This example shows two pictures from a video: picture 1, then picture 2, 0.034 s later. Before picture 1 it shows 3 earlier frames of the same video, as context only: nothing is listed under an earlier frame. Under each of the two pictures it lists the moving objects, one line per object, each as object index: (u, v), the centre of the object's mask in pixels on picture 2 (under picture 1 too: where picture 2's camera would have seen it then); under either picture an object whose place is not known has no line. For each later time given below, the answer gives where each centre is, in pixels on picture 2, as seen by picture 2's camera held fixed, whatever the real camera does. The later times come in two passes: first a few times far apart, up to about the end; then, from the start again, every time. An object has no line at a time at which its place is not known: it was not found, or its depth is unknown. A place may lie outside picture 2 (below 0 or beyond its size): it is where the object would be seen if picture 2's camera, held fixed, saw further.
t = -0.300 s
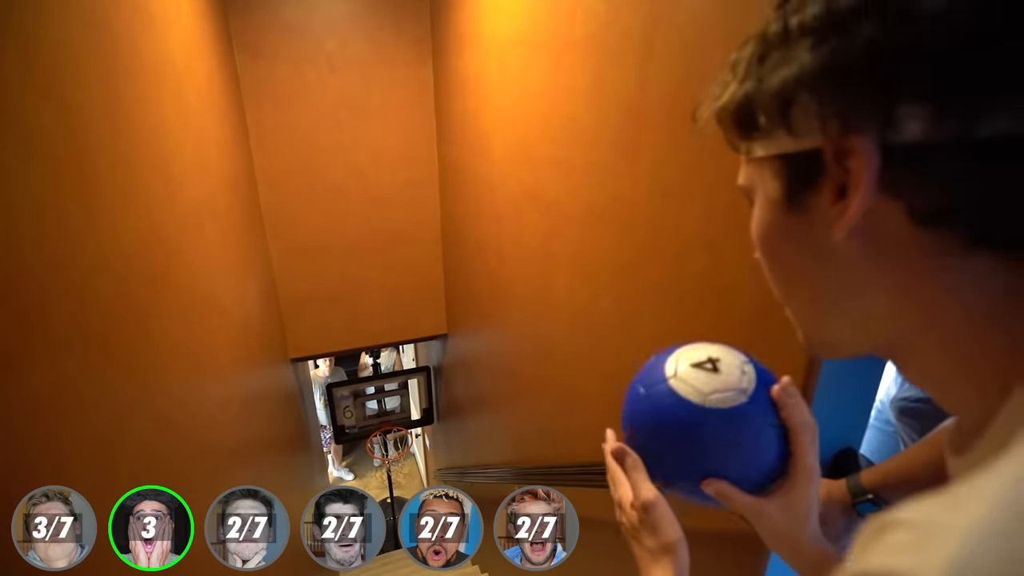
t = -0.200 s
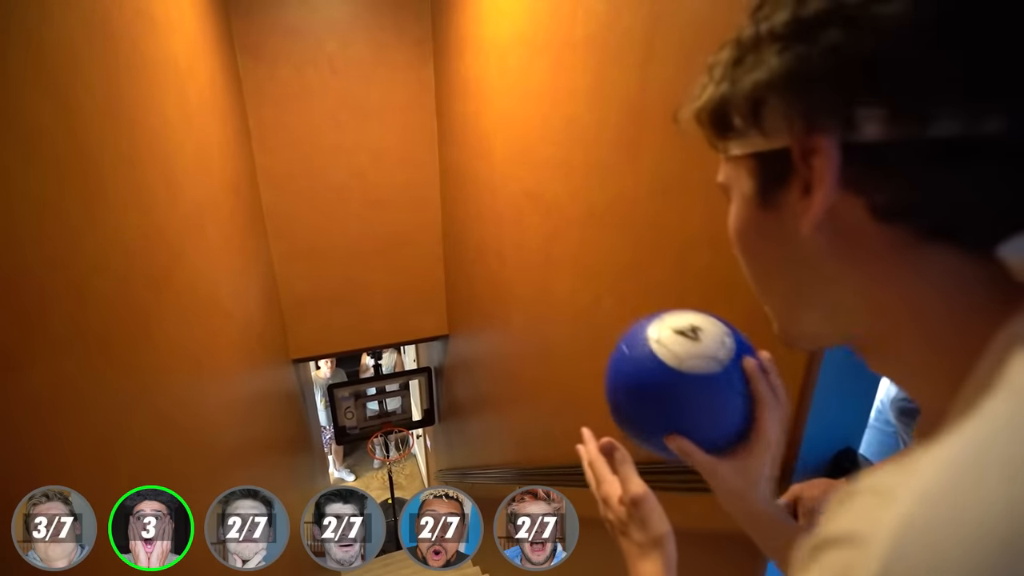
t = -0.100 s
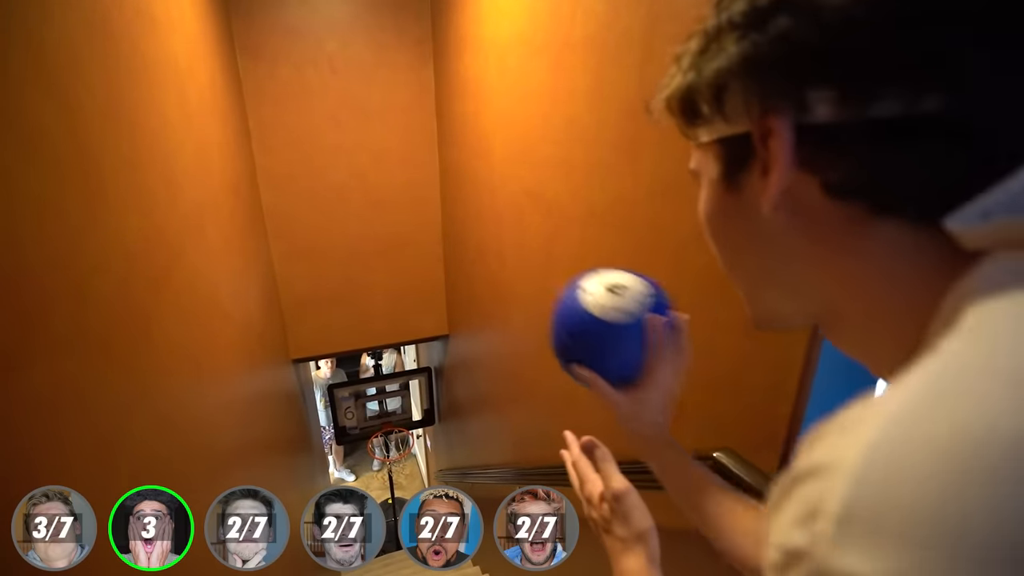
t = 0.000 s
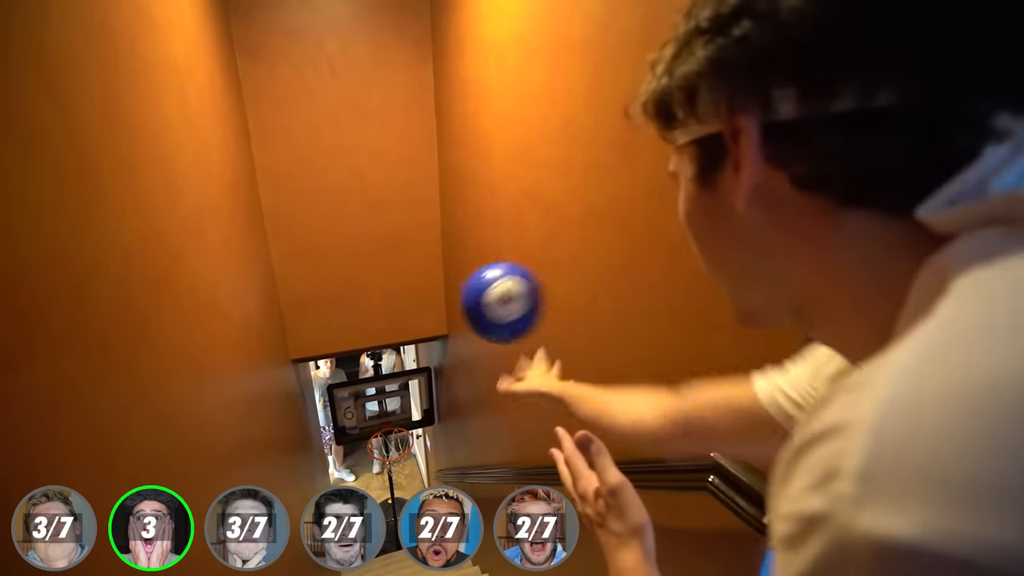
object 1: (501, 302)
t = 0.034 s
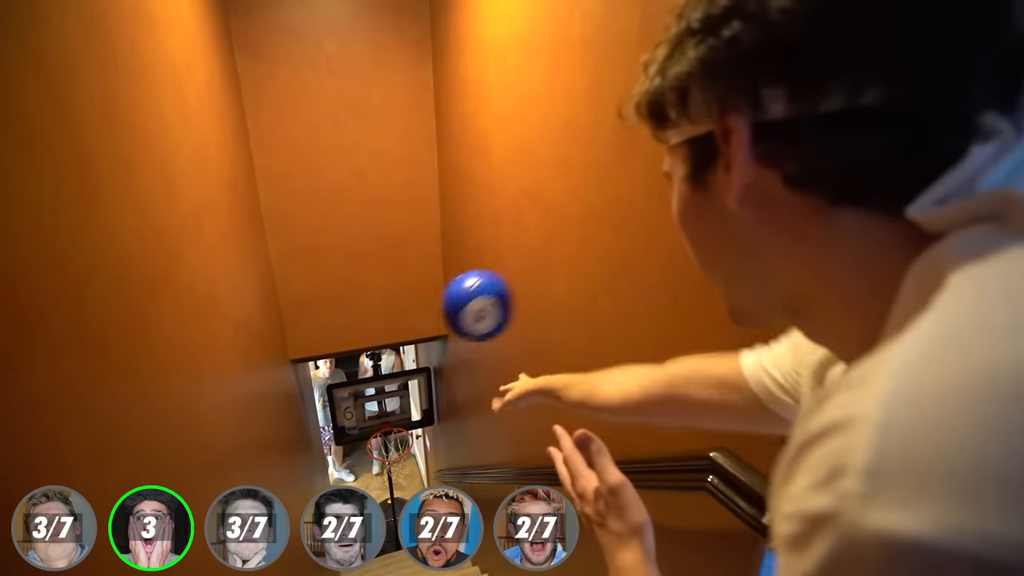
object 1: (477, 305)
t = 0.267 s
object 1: (405, 365)
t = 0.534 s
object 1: (387, 421)
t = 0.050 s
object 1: (467, 307)
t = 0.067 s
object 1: (459, 311)
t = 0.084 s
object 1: (451, 314)
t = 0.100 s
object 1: (444, 318)
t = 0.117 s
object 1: (438, 320)
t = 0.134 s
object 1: (434, 325)
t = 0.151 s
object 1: (429, 330)
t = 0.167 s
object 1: (425, 334)
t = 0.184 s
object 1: (420, 339)
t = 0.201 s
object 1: (417, 344)
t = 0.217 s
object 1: (414, 349)
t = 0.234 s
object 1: (410, 354)
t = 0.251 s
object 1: (407, 359)
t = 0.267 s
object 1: (405, 365)
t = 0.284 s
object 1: (402, 370)
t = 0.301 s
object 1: (400, 375)
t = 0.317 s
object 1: (398, 381)
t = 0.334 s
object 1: (397, 386)
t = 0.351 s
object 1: (395, 390)
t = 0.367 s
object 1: (394, 395)
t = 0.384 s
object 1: (394, 399)
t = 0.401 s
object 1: (392, 406)
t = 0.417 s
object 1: (391, 411)
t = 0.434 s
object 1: (390, 418)
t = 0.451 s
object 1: (388, 422)
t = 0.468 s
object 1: (387, 424)
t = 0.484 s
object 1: (388, 424)
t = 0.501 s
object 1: (387, 423)
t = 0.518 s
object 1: (387, 422)
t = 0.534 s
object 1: (387, 421)
